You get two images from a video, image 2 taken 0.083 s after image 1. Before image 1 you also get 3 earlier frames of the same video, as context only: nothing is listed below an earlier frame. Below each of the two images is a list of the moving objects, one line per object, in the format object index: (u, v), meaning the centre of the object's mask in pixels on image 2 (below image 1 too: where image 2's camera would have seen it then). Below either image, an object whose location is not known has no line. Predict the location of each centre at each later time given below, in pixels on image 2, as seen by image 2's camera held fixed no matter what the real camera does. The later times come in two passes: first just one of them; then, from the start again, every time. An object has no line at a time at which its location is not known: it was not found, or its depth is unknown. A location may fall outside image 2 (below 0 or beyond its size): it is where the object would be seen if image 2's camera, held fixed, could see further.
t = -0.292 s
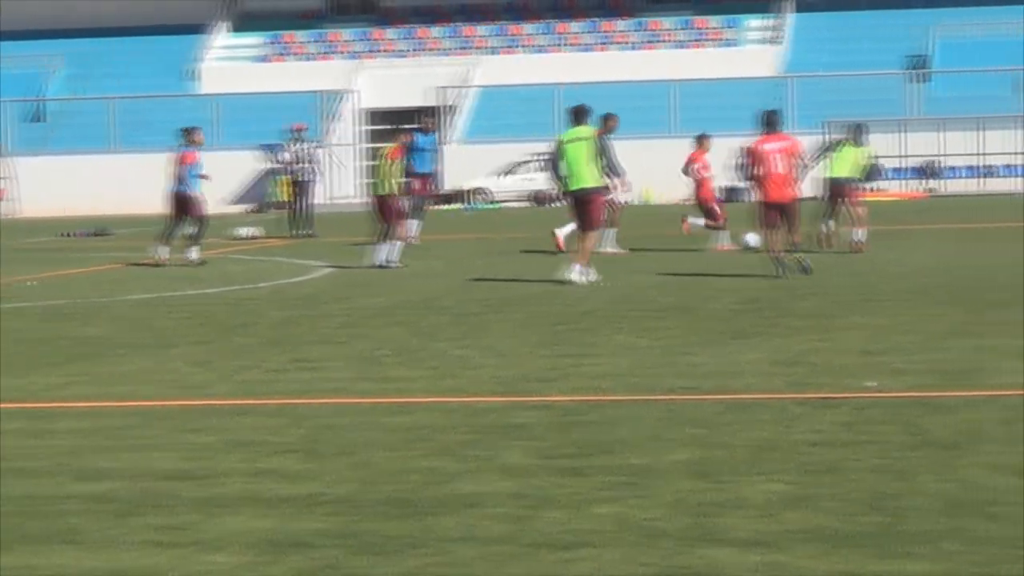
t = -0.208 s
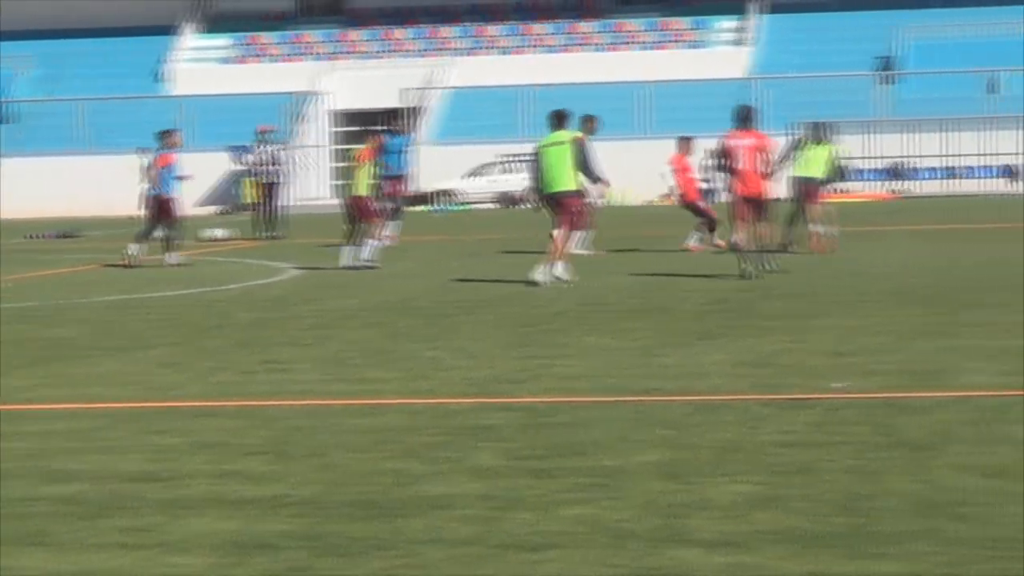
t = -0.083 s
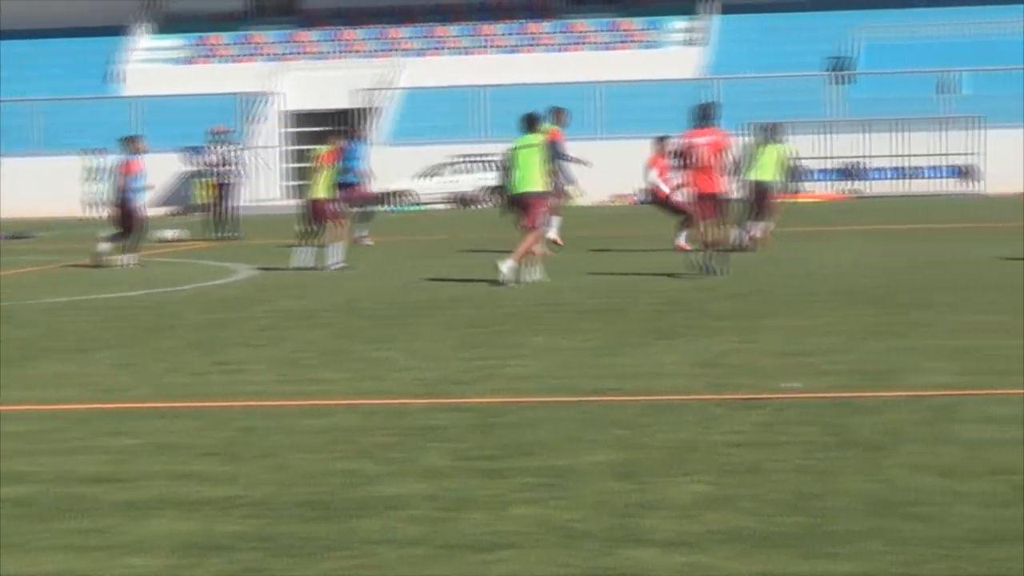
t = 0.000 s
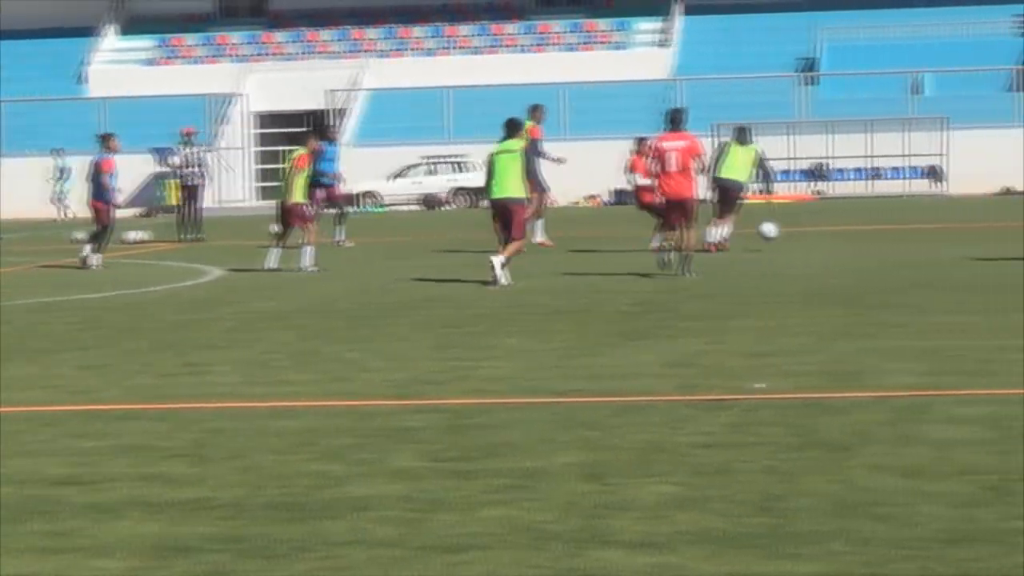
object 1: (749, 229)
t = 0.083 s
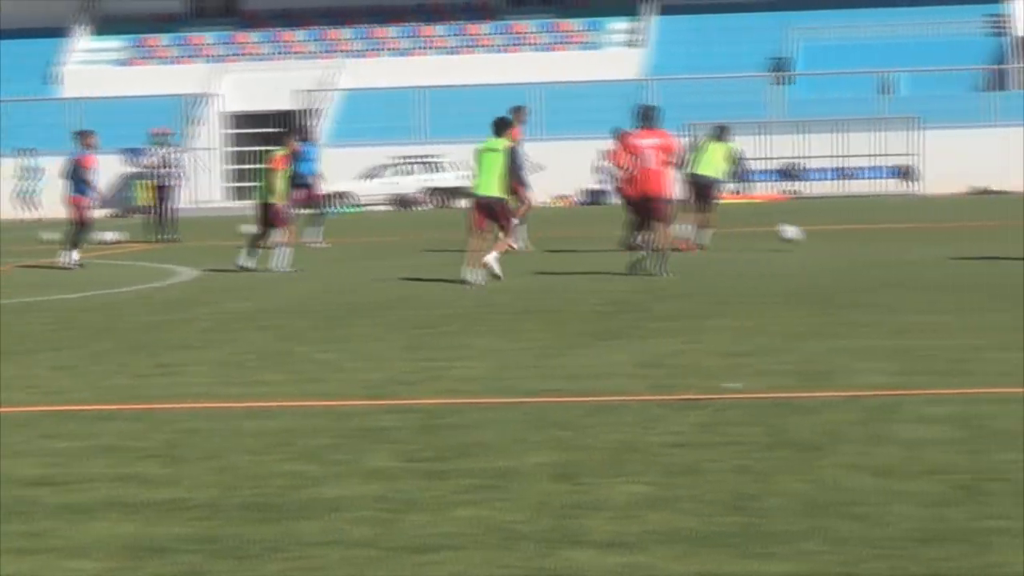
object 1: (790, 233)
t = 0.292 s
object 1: (898, 235)
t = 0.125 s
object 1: (810, 236)
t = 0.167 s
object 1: (839, 241)
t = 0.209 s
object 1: (859, 240)
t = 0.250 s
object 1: (878, 237)
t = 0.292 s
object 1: (898, 235)
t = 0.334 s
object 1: (918, 235)
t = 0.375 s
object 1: (936, 236)
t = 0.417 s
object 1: (955, 239)
